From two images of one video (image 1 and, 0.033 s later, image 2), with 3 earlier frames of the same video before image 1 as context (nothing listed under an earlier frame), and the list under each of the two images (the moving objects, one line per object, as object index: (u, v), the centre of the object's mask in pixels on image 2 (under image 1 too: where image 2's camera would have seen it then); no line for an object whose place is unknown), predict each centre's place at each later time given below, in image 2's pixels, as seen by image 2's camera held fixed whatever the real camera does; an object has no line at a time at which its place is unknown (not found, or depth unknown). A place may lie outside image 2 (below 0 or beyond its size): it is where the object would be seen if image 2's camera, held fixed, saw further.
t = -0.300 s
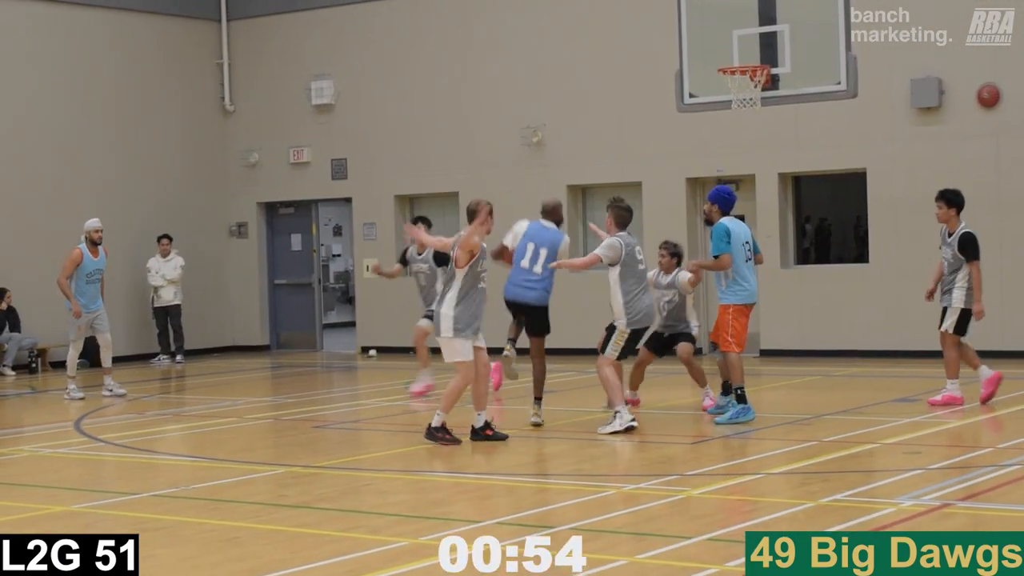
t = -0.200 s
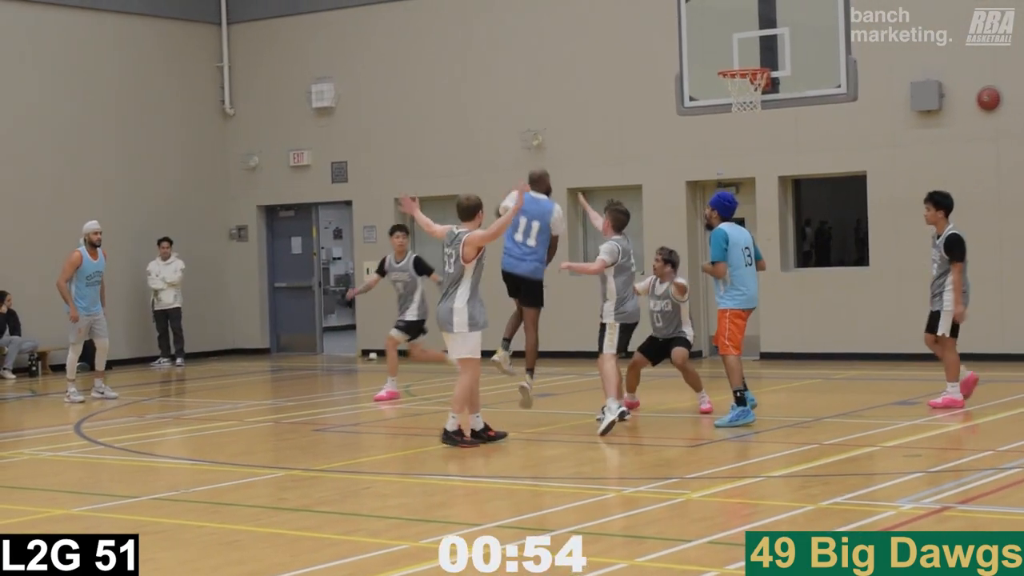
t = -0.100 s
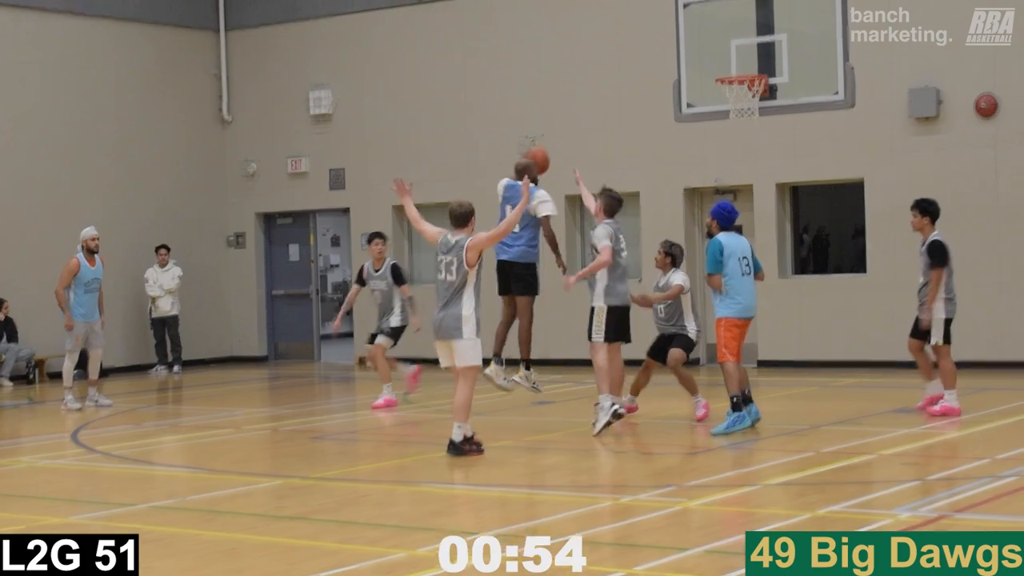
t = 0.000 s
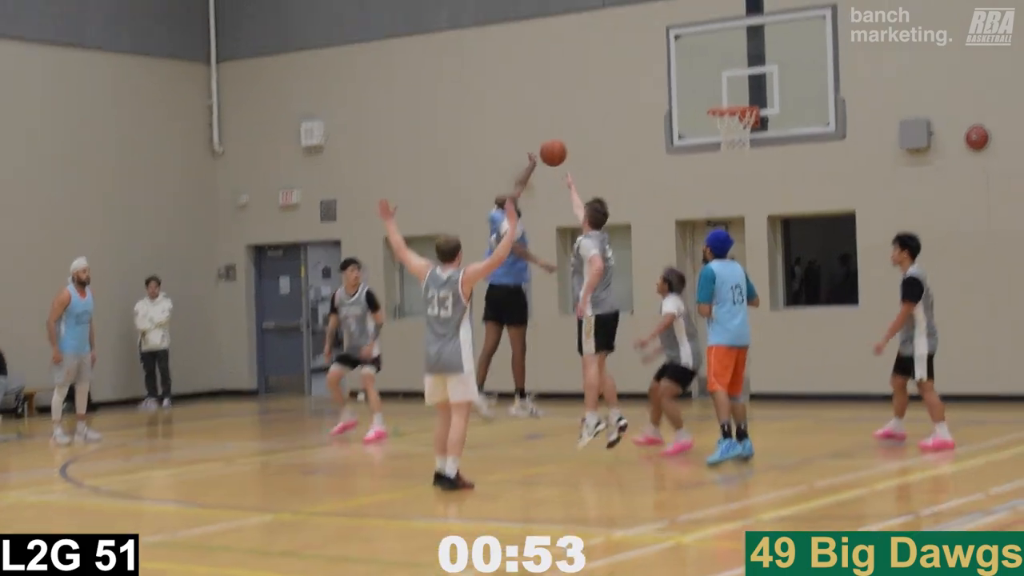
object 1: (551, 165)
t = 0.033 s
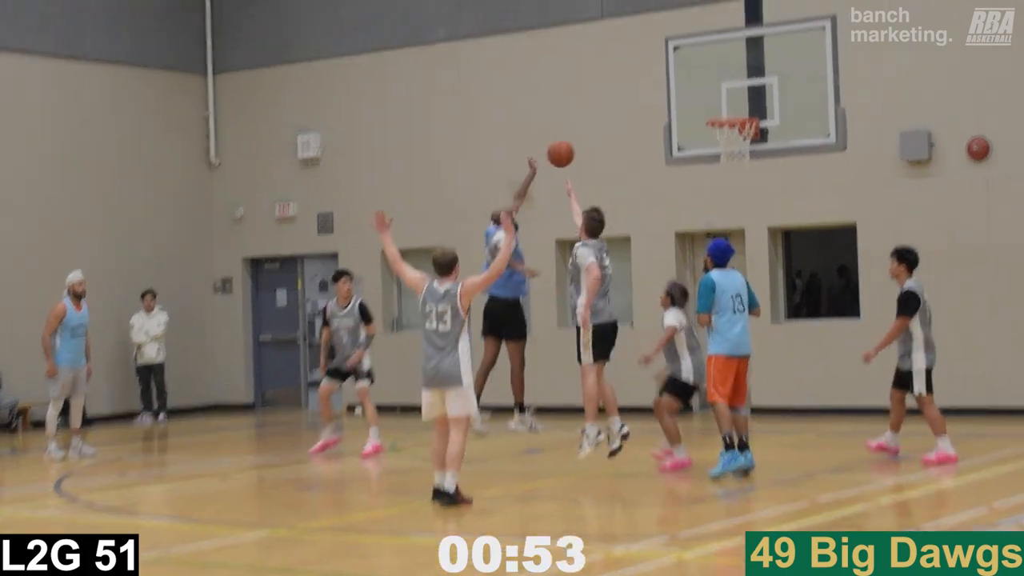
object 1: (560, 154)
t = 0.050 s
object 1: (565, 149)
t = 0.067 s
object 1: (569, 144)
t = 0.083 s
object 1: (573, 140)
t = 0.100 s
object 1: (578, 137)
